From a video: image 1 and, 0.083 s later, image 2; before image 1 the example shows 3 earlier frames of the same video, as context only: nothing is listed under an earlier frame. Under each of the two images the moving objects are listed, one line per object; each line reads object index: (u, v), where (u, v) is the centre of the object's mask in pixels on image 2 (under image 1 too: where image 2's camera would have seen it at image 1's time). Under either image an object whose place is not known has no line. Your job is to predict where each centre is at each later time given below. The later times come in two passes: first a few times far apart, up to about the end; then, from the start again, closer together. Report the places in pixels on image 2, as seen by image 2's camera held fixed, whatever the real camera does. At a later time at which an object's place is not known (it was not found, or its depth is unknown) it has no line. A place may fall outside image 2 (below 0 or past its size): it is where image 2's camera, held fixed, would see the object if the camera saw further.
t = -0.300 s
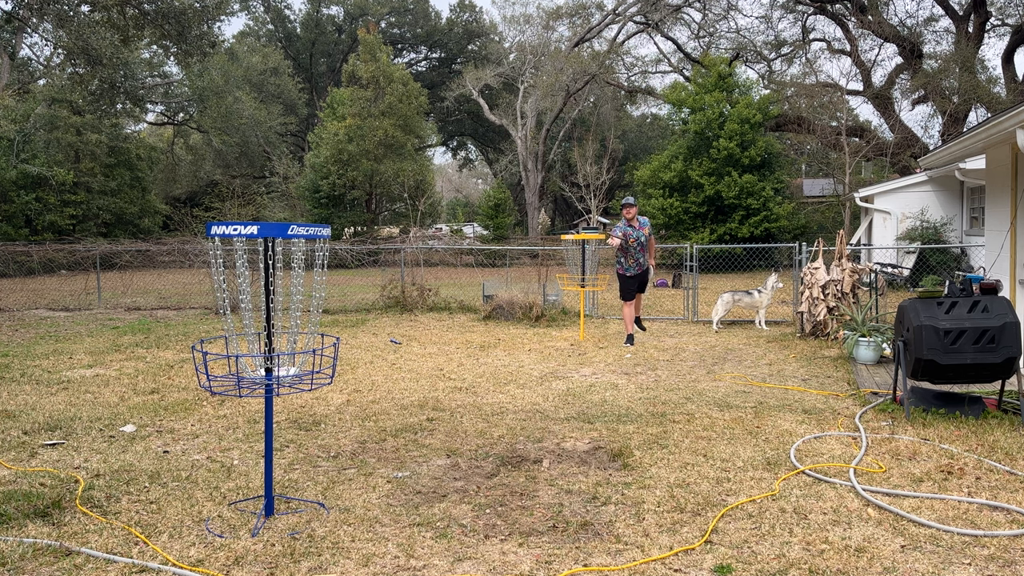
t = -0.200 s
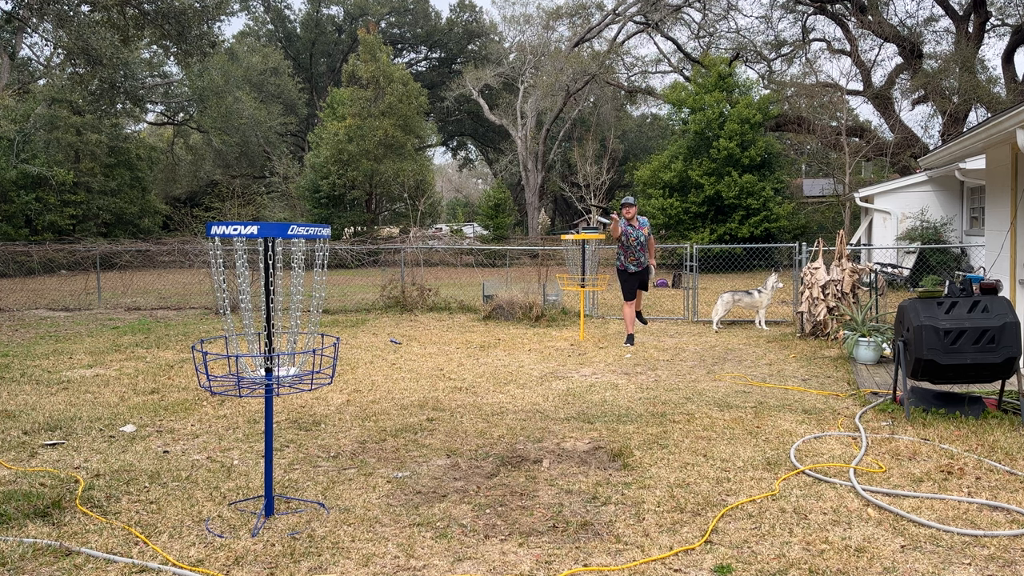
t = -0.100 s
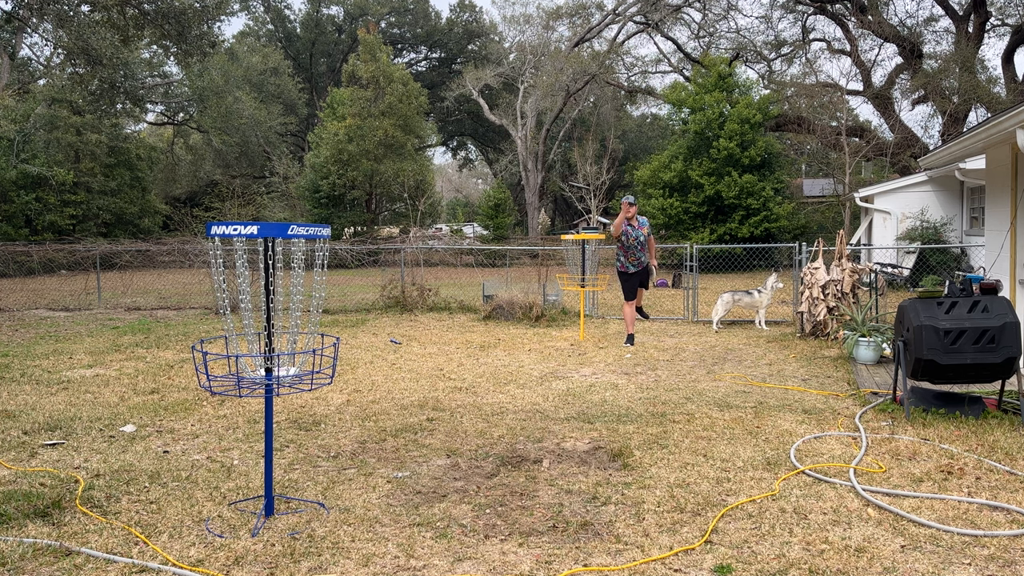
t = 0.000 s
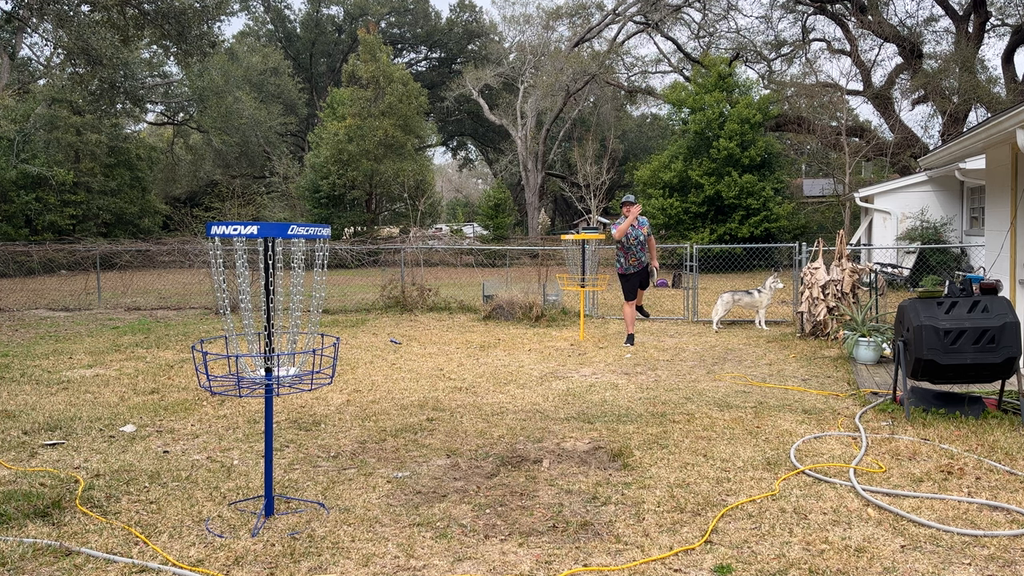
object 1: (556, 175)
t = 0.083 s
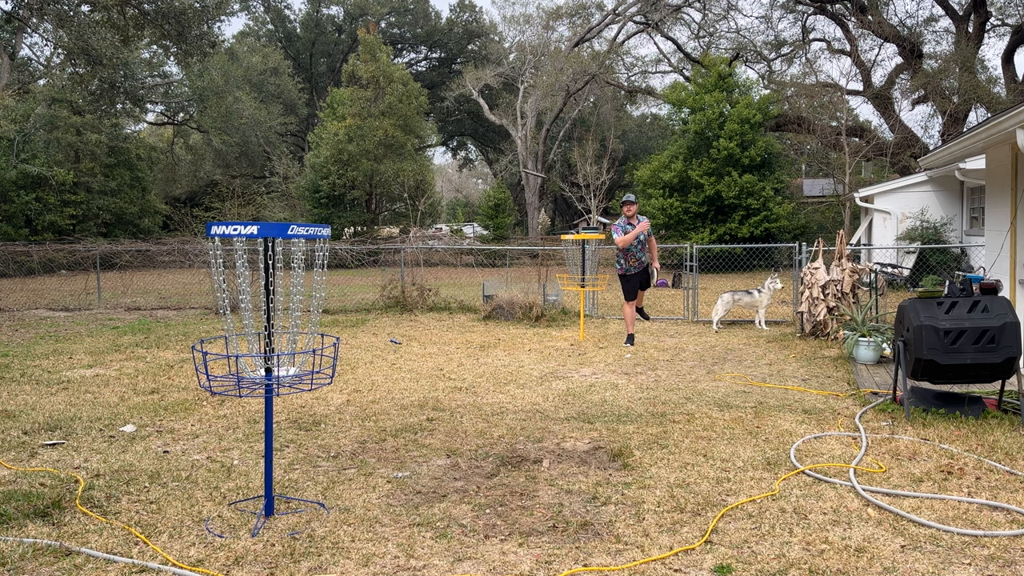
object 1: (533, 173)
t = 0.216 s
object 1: (494, 187)
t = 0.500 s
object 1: (389, 293)
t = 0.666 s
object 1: (357, 424)
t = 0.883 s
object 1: (357, 510)
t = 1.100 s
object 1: (340, 520)
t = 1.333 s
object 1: (324, 528)
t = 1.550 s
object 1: (316, 538)
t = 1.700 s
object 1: (318, 540)
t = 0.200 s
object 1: (499, 185)
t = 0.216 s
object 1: (494, 187)
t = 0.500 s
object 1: (389, 293)
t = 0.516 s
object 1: (383, 303)
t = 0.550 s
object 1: (368, 326)
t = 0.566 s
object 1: (361, 338)
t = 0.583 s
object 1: (355, 352)
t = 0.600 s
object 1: (354, 364)
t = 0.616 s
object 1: (355, 377)
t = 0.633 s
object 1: (356, 392)
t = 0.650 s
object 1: (357, 408)
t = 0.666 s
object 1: (357, 424)
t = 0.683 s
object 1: (358, 440)
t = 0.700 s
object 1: (359, 458)
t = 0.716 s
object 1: (360, 476)
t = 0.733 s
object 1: (361, 496)
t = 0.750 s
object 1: (363, 517)
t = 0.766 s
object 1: (363, 533)
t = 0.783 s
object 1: (362, 535)
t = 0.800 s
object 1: (362, 529)
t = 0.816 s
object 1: (362, 524)
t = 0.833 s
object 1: (361, 519)
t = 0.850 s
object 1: (360, 515)
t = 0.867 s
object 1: (358, 512)
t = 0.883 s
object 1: (357, 510)
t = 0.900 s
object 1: (356, 508)
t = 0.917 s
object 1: (354, 506)
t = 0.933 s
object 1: (352, 506)
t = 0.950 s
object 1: (351, 506)
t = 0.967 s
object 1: (350, 507)
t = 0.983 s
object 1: (348, 509)
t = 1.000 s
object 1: (347, 512)
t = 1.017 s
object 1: (346, 515)
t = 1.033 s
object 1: (345, 518)
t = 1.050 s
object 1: (344, 522)
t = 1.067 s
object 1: (343, 522)
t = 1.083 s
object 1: (341, 521)
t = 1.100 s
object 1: (340, 520)
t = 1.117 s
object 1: (339, 520)
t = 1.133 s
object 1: (337, 521)
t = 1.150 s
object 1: (336, 522)
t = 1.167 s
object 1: (335, 524)
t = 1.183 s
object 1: (333, 526)
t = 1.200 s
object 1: (332, 527)
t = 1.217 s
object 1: (331, 527)
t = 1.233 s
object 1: (330, 526)
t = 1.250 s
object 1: (329, 526)
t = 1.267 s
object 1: (328, 527)
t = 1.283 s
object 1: (327, 527)
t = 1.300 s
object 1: (326, 527)
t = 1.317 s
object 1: (325, 528)
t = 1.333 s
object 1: (324, 528)
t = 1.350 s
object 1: (323, 528)
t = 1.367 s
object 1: (322, 529)
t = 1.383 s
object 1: (320, 529)
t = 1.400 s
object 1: (319, 530)
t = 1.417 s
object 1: (319, 532)
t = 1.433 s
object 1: (318, 533)
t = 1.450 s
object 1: (317, 535)
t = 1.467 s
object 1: (316, 537)
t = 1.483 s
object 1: (316, 540)
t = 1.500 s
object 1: (316, 542)
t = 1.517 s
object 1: (316, 540)
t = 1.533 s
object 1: (316, 539)
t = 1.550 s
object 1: (316, 538)
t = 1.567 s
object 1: (317, 538)
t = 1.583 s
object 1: (317, 538)
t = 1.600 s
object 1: (317, 538)
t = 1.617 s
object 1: (317, 539)
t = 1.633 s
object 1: (318, 539)
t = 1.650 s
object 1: (318, 540)
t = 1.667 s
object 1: (319, 541)
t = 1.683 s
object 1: (318, 541)
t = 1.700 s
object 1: (318, 540)
